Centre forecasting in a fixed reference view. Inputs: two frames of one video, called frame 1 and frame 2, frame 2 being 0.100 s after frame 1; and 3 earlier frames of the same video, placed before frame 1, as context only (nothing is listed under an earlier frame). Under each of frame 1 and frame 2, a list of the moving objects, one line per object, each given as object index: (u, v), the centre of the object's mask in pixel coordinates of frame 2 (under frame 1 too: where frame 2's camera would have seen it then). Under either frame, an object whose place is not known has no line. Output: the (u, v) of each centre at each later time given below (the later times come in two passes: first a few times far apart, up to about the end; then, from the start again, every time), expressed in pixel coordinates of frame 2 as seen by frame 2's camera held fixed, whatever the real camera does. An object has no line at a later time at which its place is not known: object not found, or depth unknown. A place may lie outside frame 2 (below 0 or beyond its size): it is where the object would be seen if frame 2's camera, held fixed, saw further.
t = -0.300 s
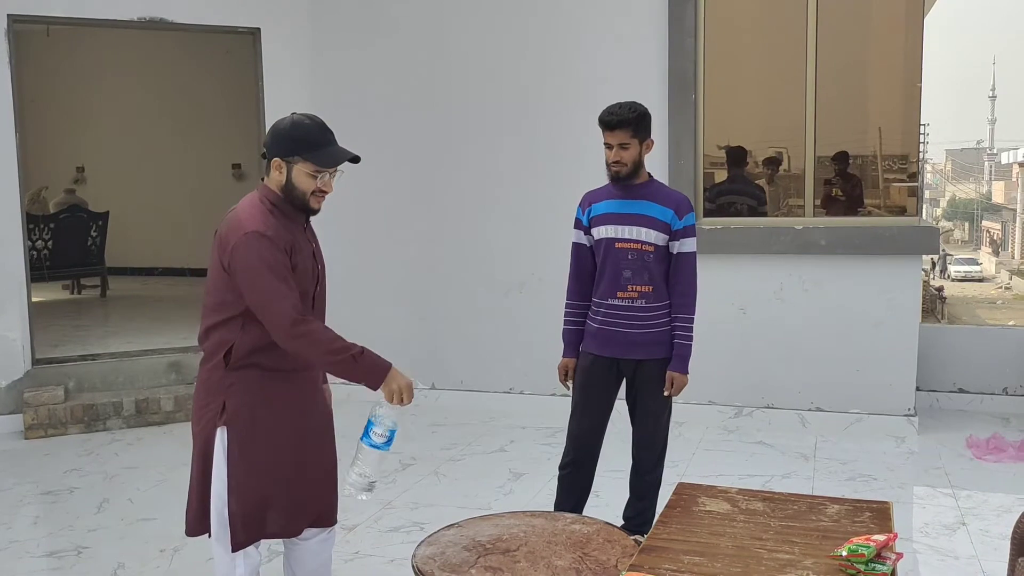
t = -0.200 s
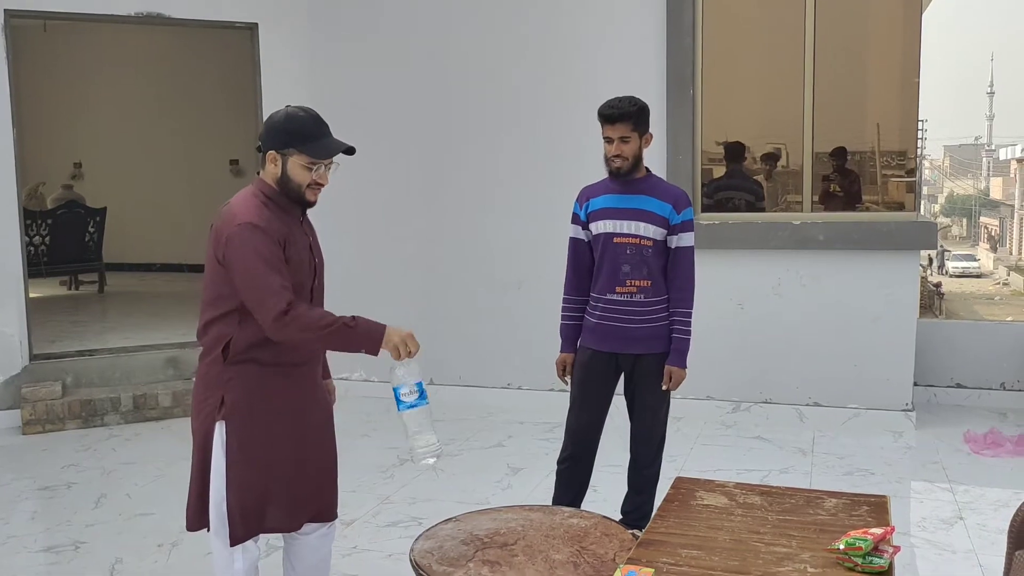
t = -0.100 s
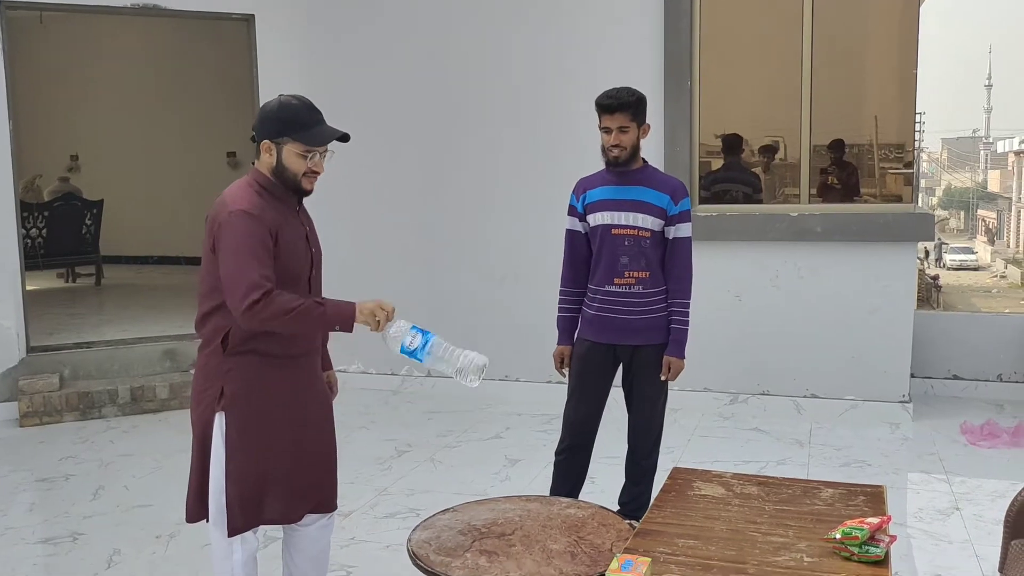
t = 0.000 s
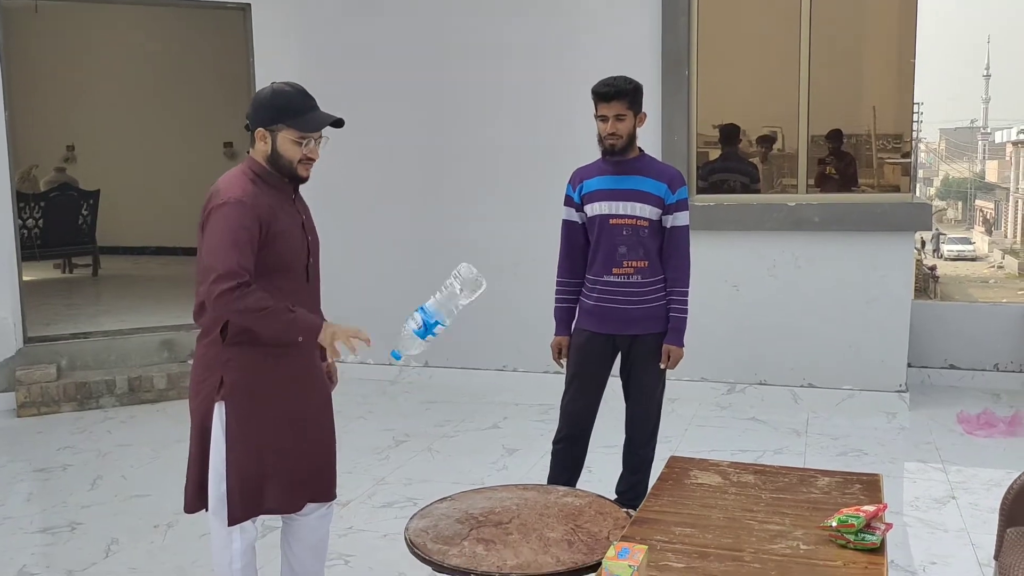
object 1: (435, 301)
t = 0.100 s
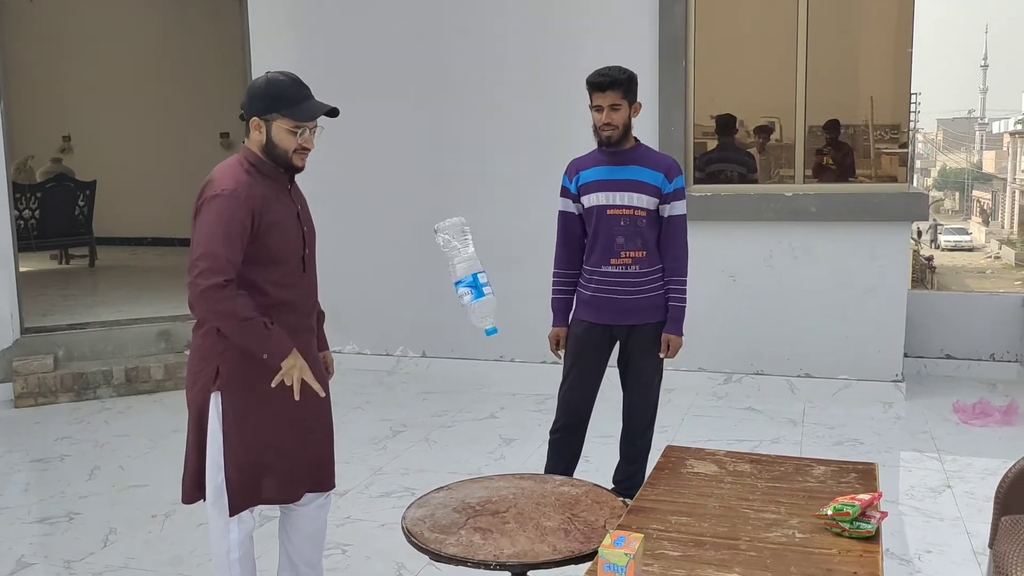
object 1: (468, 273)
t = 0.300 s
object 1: (473, 258)
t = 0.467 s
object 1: (438, 403)
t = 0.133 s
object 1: (477, 263)
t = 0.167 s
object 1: (482, 253)
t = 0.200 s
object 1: (484, 247)
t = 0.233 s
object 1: (483, 244)
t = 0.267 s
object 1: (479, 248)
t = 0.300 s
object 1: (473, 258)
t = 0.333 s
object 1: (465, 274)
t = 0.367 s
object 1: (457, 298)
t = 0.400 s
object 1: (449, 326)
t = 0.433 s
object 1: (442, 361)
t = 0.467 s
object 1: (438, 403)
